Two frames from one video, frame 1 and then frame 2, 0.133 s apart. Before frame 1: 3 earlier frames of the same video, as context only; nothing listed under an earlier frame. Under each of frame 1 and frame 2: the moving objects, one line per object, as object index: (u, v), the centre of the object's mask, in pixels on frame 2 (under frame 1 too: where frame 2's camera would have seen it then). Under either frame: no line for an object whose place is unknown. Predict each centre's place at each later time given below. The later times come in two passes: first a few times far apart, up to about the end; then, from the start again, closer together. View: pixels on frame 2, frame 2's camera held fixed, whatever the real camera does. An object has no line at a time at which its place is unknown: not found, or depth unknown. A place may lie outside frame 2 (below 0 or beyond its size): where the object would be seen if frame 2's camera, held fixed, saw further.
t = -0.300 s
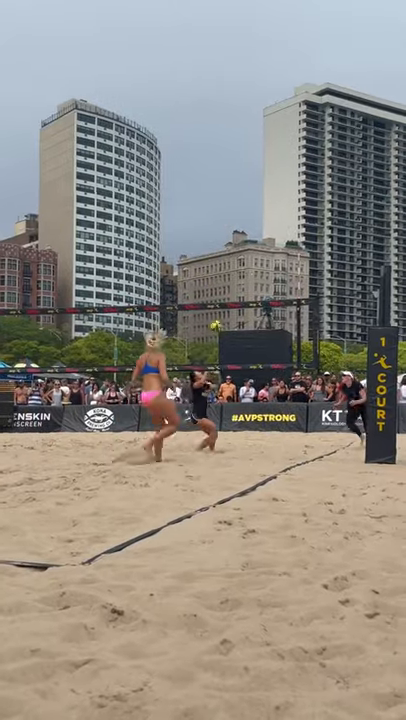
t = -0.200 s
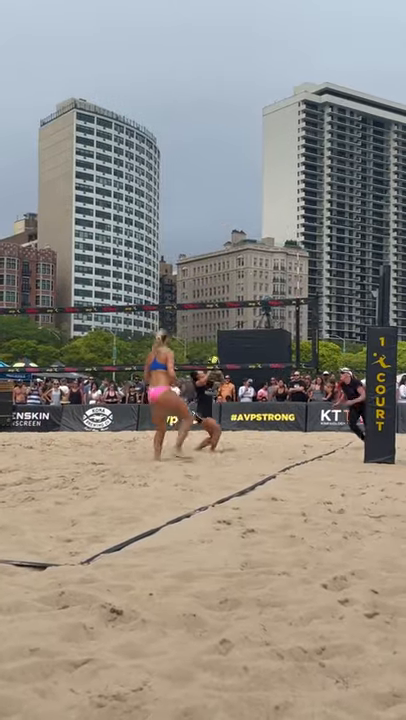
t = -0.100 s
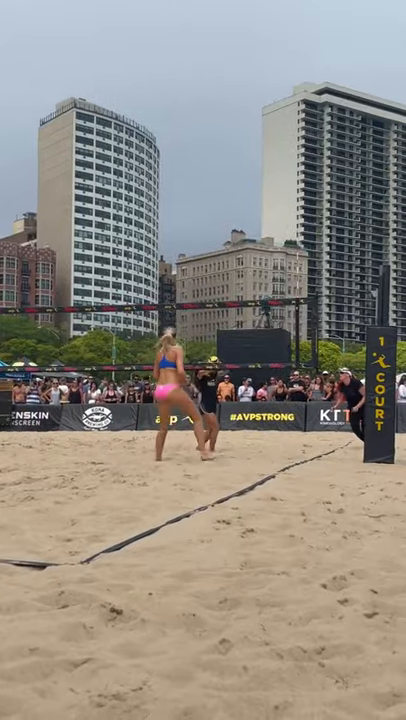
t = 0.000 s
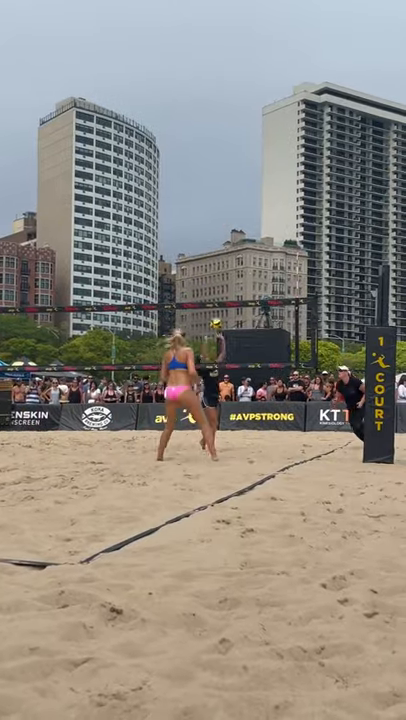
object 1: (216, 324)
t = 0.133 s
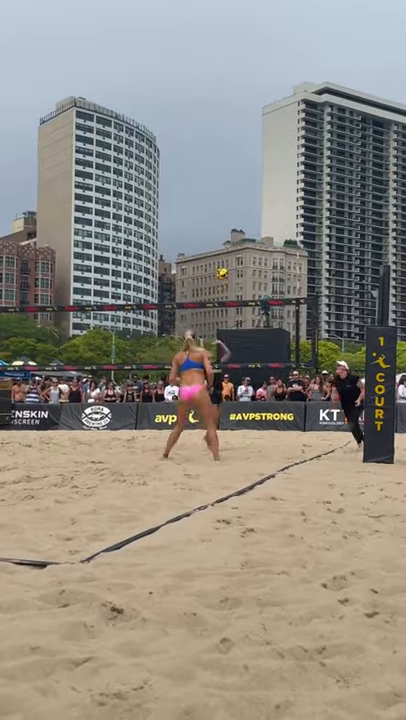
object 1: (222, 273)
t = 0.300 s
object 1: (230, 225)
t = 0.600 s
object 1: (243, 178)
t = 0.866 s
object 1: (255, 182)
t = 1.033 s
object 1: (262, 204)
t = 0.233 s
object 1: (226, 242)
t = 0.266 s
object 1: (228, 234)
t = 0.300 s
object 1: (230, 225)
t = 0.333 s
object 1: (231, 218)
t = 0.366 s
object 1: (233, 211)
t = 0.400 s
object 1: (234, 205)
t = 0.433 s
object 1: (235, 199)
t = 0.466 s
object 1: (237, 192)
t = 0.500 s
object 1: (238, 187)
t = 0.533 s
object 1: (240, 183)
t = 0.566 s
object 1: (241, 180)
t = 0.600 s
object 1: (243, 178)
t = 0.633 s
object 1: (244, 176)
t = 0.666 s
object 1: (246, 174)
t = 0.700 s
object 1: (247, 174)
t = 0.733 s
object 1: (249, 174)
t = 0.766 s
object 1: (250, 175)
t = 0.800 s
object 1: (252, 177)
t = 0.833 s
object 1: (253, 178)
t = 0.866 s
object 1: (255, 182)
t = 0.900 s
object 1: (256, 184)
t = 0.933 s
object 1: (257, 188)
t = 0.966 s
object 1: (258, 192)
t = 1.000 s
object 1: (260, 198)
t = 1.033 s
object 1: (262, 204)
